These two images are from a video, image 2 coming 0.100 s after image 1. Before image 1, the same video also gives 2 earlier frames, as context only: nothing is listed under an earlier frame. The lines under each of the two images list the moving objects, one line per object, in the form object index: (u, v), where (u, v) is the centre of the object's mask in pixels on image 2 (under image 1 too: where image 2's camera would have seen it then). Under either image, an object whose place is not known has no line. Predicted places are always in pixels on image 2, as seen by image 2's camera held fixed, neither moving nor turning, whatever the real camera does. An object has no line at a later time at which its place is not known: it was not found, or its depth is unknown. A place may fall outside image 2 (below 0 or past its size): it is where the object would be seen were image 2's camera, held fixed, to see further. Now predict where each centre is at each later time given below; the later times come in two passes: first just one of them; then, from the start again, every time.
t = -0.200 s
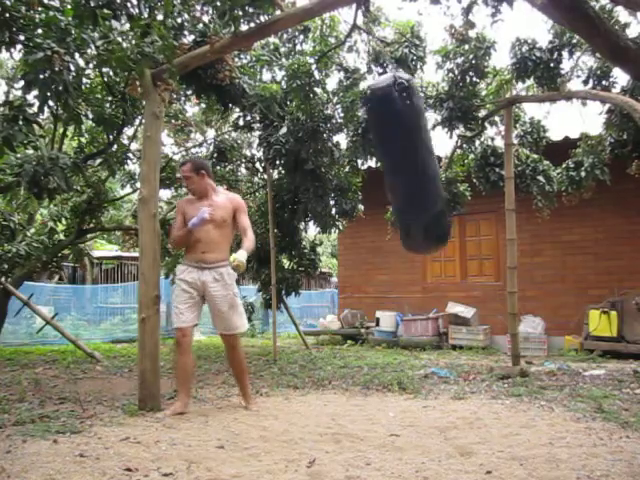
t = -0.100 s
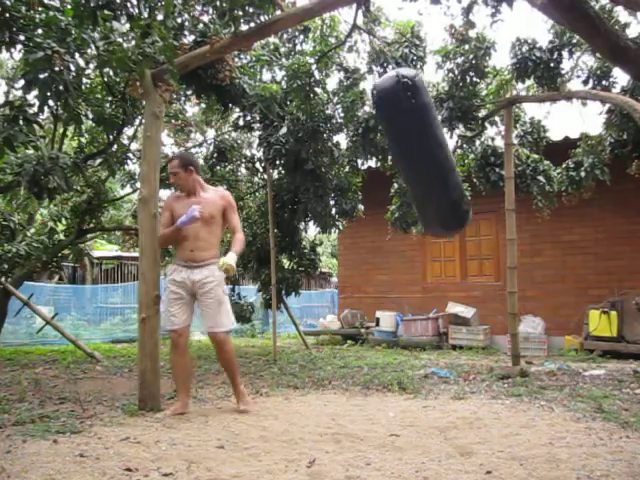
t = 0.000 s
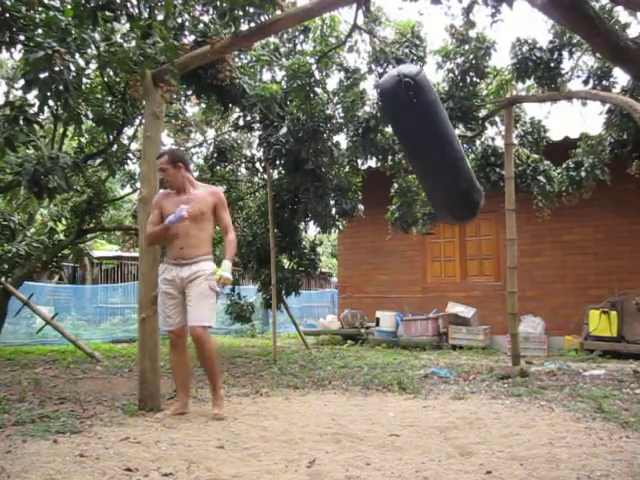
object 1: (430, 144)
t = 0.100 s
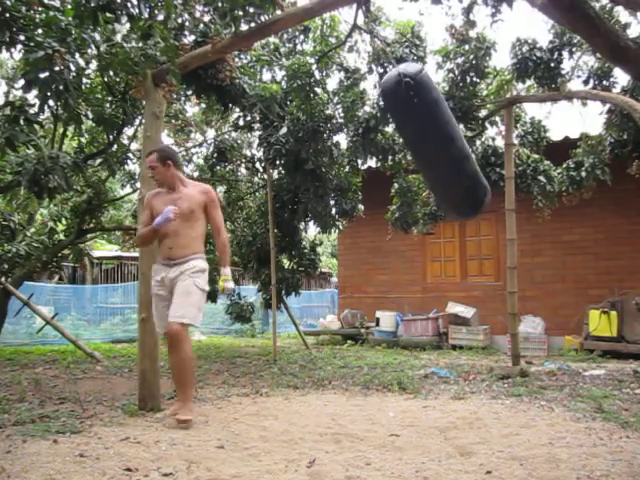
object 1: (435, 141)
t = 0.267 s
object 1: (432, 147)
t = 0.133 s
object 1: (435, 142)
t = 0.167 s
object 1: (435, 142)
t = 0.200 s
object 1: (435, 143)
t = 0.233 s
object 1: (434, 145)
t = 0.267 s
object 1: (432, 147)
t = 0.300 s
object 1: (431, 149)
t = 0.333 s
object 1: (428, 153)
